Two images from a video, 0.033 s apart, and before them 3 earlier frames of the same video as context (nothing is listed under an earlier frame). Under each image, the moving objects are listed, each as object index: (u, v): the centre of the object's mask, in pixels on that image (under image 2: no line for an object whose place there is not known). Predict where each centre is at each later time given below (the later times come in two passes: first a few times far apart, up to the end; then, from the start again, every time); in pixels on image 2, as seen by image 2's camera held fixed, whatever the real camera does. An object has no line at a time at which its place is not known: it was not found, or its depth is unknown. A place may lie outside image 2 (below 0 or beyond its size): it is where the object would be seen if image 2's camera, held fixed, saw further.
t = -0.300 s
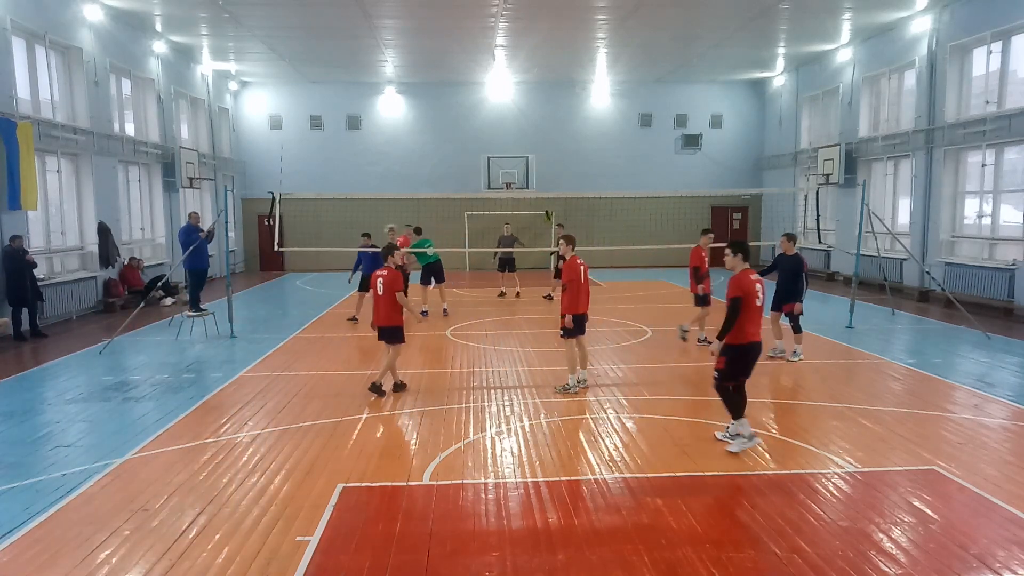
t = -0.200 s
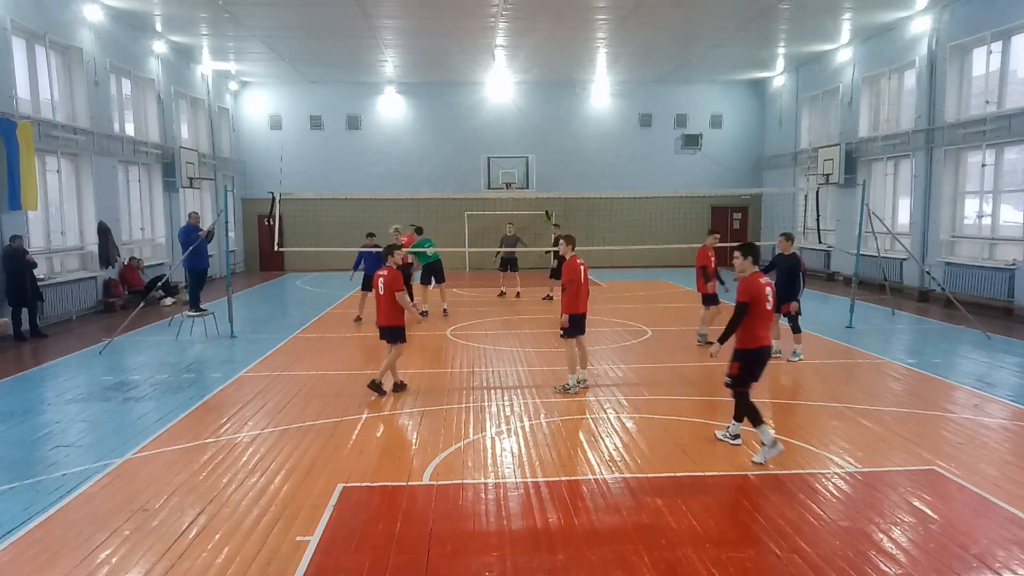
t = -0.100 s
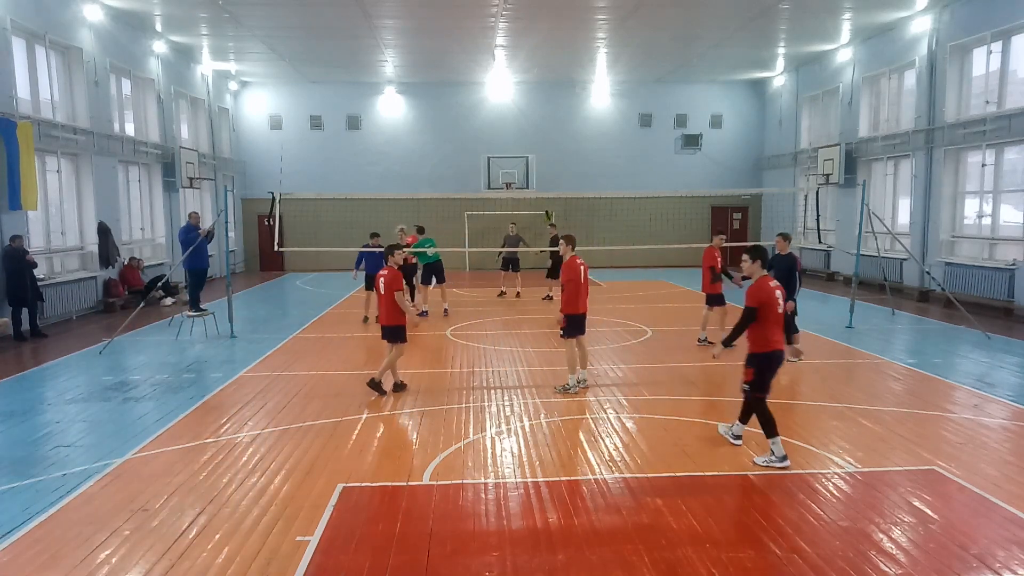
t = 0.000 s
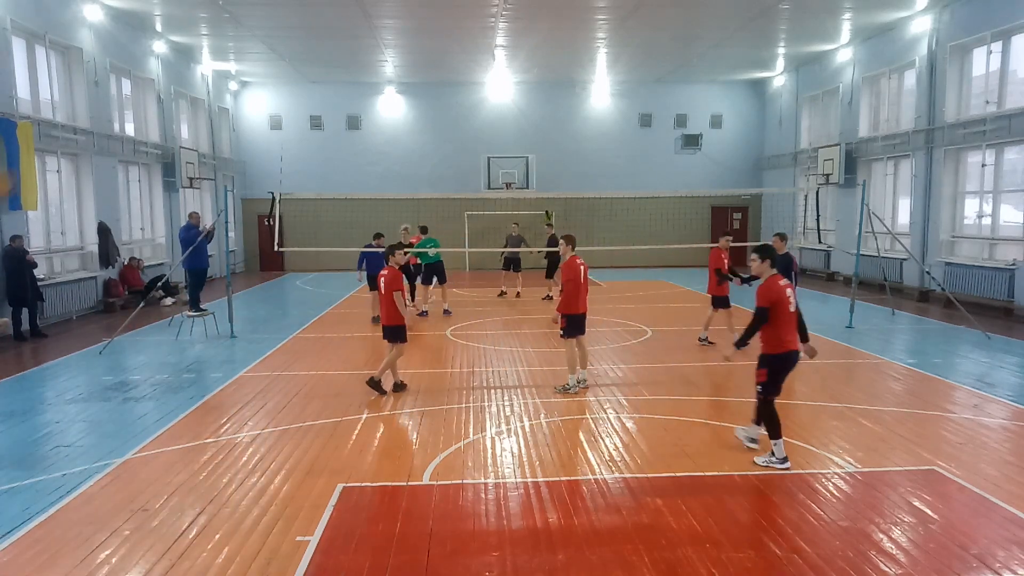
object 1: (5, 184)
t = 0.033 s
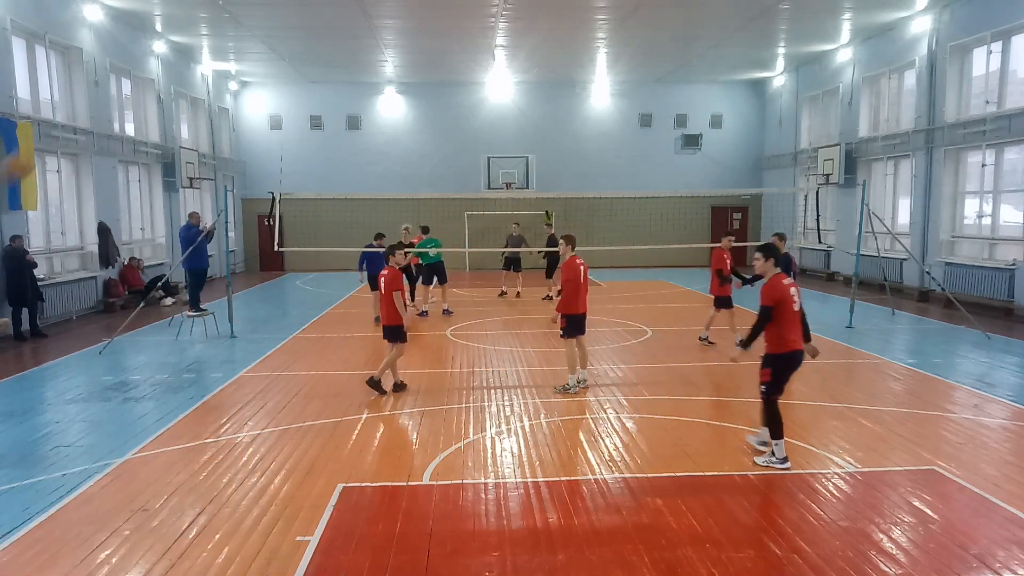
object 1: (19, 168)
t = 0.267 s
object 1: (137, 63)
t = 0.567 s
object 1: (287, 26)
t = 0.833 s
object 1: (415, 77)
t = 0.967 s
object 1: (474, 131)
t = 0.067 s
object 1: (34, 147)
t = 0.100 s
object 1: (51, 131)
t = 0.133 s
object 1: (72, 115)
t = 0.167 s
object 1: (89, 100)
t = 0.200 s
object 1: (103, 88)
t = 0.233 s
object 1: (122, 74)
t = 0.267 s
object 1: (137, 63)
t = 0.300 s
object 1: (155, 54)
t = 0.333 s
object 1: (176, 48)
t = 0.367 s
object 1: (190, 40)
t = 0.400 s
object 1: (207, 33)
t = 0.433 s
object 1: (222, 30)
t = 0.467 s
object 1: (240, 27)
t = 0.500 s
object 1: (255, 25)
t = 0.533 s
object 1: (270, 26)
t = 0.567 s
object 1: (287, 26)
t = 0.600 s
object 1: (304, 29)
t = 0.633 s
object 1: (320, 31)
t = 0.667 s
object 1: (336, 36)
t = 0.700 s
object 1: (350, 42)
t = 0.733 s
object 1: (366, 49)
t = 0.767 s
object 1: (381, 57)
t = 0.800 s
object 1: (400, 68)
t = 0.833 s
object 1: (415, 77)
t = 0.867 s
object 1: (429, 89)
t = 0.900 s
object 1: (443, 102)
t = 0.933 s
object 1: (458, 115)
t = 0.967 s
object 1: (474, 131)
